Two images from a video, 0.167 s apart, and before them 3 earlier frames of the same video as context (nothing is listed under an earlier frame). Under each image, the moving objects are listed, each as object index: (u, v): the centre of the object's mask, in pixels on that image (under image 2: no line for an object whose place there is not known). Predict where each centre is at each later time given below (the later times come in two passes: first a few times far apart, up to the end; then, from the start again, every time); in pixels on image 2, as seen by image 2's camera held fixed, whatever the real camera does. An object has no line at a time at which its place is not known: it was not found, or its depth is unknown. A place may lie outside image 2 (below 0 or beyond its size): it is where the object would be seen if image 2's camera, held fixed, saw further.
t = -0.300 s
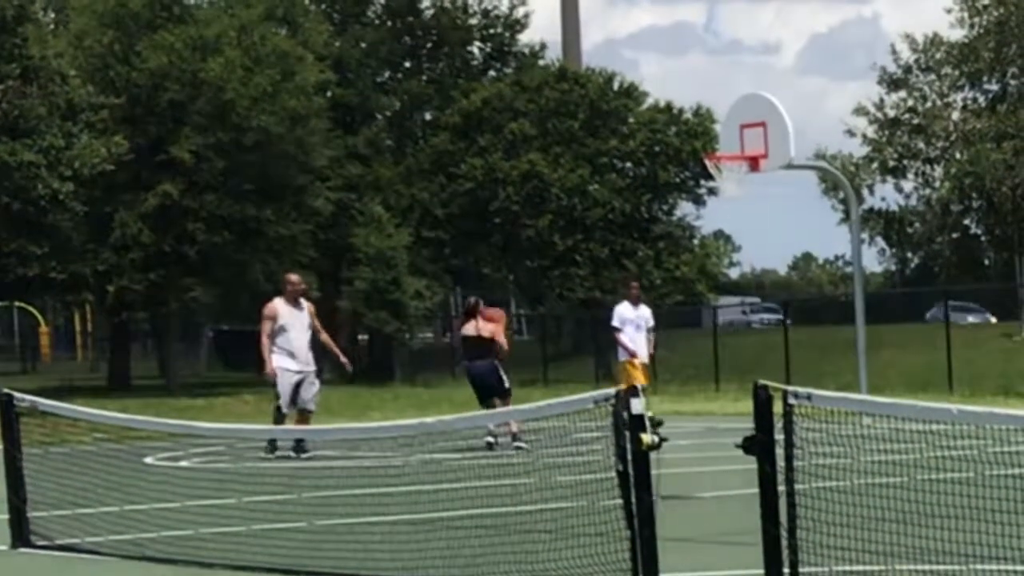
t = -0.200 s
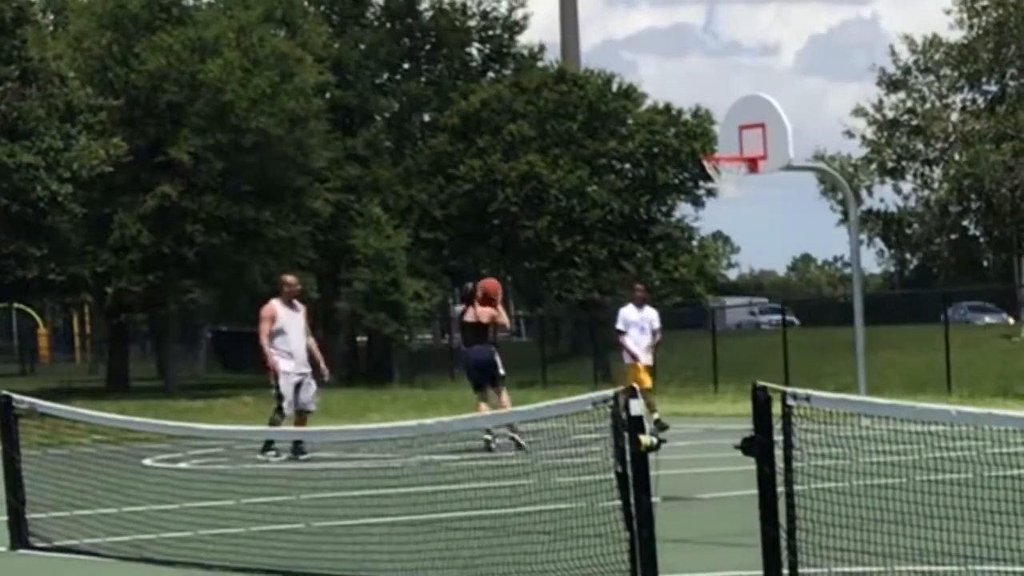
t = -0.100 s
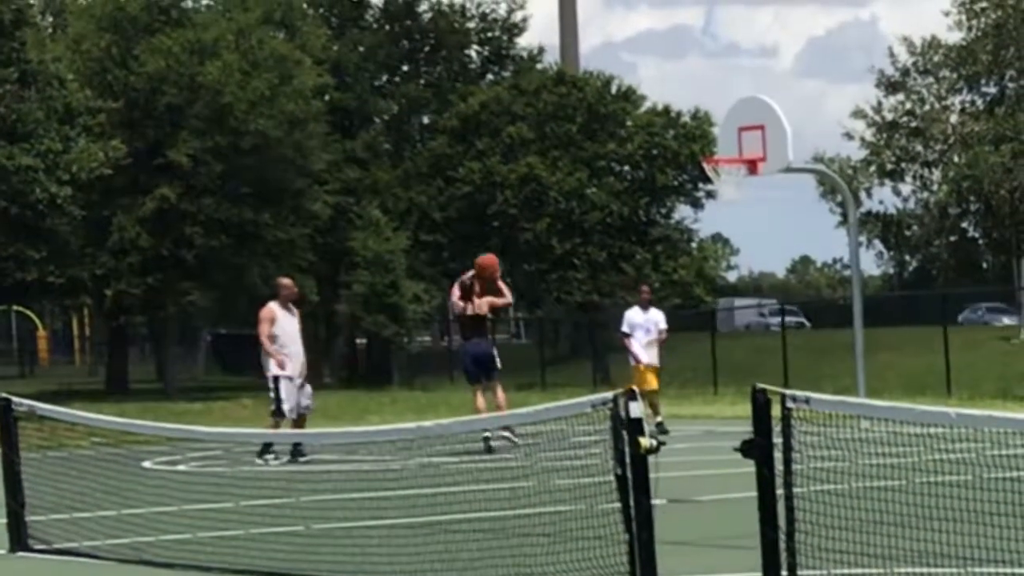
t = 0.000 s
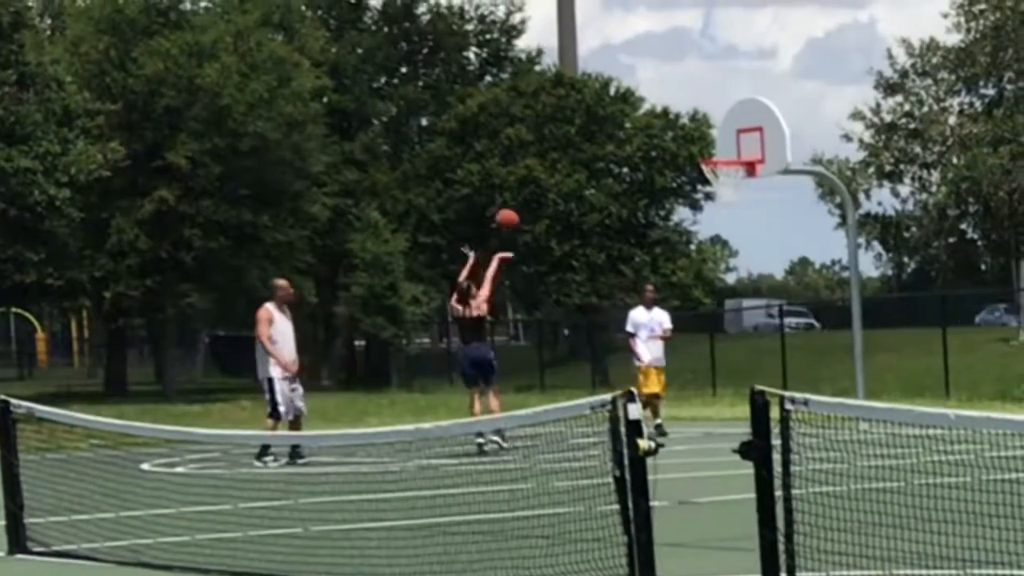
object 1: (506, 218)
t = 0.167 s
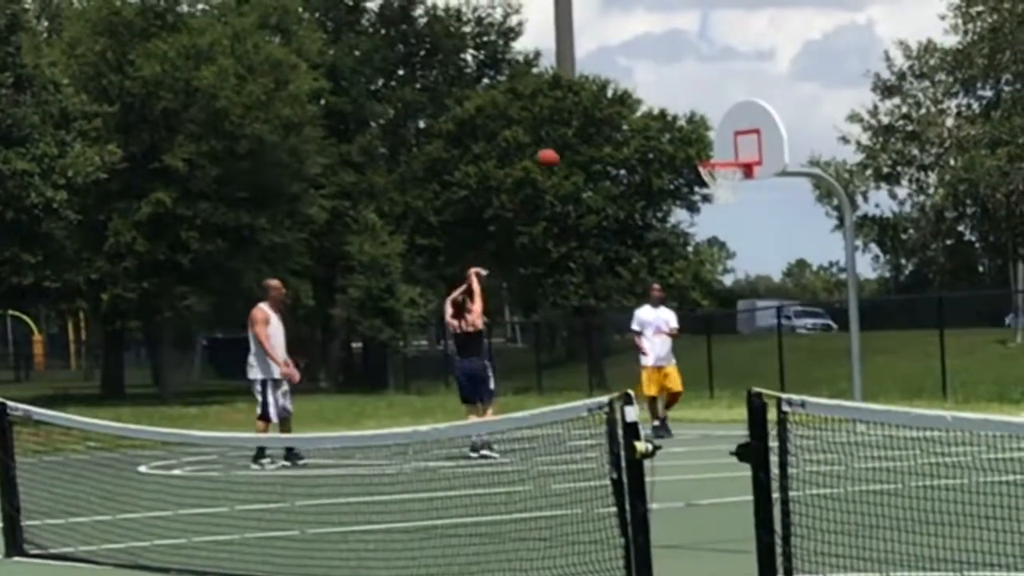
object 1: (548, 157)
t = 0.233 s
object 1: (564, 139)
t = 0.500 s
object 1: (633, 114)
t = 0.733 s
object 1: (693, 143)
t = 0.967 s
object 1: (725, 152)
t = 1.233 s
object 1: (697, 142)
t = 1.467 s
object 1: (671, 187)
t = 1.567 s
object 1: (662, 221)
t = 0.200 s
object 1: (555, 147)
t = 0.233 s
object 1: (564, 139)
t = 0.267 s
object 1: (573, 132)
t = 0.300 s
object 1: (581, 126)
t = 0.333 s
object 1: (589, 121)
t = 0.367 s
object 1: (599, 117)
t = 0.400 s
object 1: (607, 116)
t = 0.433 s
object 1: (616, 114)
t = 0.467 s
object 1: (625, 113)
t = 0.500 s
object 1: (633, 114)
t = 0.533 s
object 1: (641, 115)
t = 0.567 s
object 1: (650, 117)
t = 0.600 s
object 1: (657, 119)
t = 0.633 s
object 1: (668, 125)
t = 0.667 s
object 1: (676, 130)
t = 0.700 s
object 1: (684, 134)
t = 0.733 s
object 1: (693, 143)
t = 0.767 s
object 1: (702, 151)
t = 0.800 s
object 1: (707, 152)
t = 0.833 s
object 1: (714, 152)
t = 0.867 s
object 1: (719, 153)
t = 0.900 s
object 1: (725, 154)
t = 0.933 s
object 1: (729, 154)
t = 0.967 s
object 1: (725, 152)
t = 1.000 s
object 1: (721, 148)
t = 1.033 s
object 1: (717, 144)
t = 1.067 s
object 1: (713, 142)
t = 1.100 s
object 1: (710, 140)
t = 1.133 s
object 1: (706, 139)
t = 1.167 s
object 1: (703, 140)
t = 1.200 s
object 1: (700, 141)
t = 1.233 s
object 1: (697, 142)
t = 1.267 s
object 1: (692, 146)
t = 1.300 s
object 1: (688, 151)
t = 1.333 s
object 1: (685, 154)
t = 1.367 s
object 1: (681, 161)
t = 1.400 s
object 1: (677, 170)
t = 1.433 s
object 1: (674, 177)
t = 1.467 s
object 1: (671, 187)
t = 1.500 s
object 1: (668, 198)
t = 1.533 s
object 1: (664, 211)
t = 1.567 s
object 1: (662, 221)
